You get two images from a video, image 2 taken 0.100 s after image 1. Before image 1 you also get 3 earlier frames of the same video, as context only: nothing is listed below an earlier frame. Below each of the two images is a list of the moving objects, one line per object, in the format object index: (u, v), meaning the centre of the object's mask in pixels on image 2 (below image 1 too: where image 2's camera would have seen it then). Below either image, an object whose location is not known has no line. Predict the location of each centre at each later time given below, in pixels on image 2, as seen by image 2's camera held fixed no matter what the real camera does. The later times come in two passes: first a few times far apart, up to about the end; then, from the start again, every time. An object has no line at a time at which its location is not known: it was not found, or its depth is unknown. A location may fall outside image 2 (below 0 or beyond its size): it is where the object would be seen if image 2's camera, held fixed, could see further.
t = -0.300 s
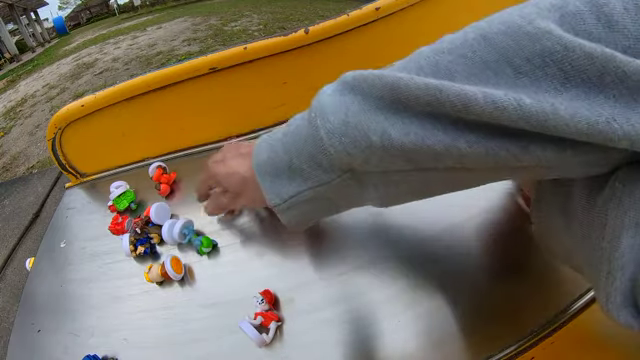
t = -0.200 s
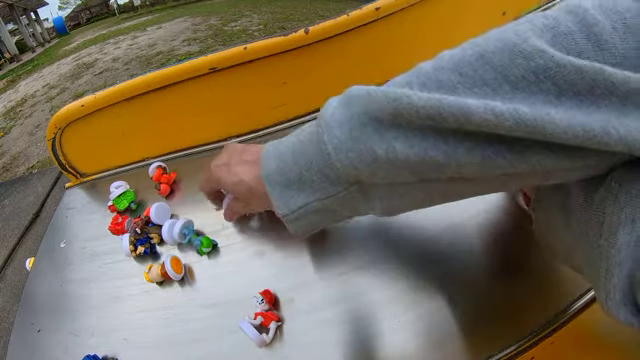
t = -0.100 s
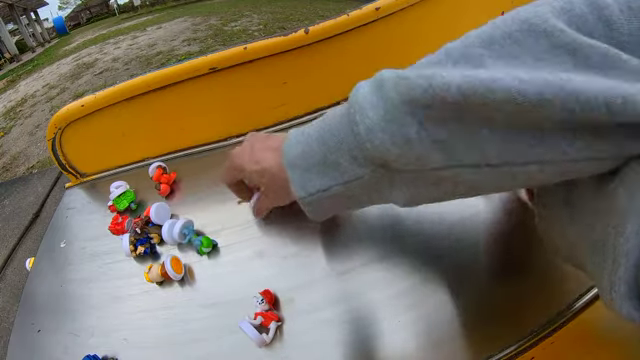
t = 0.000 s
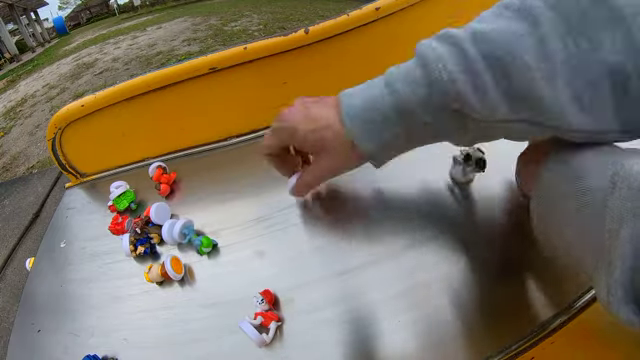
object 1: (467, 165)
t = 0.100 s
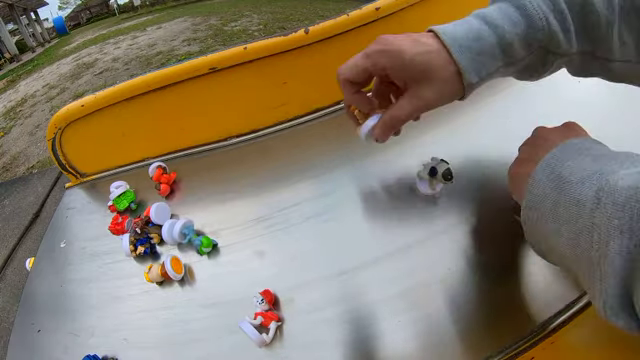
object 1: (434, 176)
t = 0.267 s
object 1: (385, 200)
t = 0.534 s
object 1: (327, 223)
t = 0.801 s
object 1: (320, 226)
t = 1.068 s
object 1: (320, 226)
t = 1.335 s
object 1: (320, 226)
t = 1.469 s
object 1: (320, 226)
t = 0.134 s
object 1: (422, 182)
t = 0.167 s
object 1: (412, 185)
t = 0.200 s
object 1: (403, 191)
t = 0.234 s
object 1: (393, 194)
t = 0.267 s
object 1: (385, 200)
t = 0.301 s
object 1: (376, 203)
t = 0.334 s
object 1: (367, 207)
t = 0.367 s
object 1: (359, 211)
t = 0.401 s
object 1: (351, 214)
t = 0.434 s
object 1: (344, 217)
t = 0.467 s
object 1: (338, 219)
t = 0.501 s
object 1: (333, 222)
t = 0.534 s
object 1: (327, 223)
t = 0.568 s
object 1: (324, 224)
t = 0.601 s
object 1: (321, 225)
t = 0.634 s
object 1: (320, 226)
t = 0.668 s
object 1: (320, 226)
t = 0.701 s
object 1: (320, 226)
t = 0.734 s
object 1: (320, 226)
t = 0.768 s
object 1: (320, 226)
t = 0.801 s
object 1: (320, 226)
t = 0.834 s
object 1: (320, 226)
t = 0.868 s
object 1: (320, 226)
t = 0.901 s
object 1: (320, 226)
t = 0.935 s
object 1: (320, 226)
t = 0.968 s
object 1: (320, 226)
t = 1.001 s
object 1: (320, 226)
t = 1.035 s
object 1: (320, 226)
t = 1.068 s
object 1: (320, 226)
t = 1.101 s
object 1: (320, 226)
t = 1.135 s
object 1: (320, 226)
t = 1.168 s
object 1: (320, 226)
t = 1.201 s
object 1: (320, 226)
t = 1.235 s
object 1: (320, 226)
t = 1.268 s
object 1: (320, 225)
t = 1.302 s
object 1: (320, 225)
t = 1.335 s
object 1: (320, 226)
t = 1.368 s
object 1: (320, 226)
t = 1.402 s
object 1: (320, 226)
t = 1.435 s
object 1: (320, 226)
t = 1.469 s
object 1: (320, 226)
